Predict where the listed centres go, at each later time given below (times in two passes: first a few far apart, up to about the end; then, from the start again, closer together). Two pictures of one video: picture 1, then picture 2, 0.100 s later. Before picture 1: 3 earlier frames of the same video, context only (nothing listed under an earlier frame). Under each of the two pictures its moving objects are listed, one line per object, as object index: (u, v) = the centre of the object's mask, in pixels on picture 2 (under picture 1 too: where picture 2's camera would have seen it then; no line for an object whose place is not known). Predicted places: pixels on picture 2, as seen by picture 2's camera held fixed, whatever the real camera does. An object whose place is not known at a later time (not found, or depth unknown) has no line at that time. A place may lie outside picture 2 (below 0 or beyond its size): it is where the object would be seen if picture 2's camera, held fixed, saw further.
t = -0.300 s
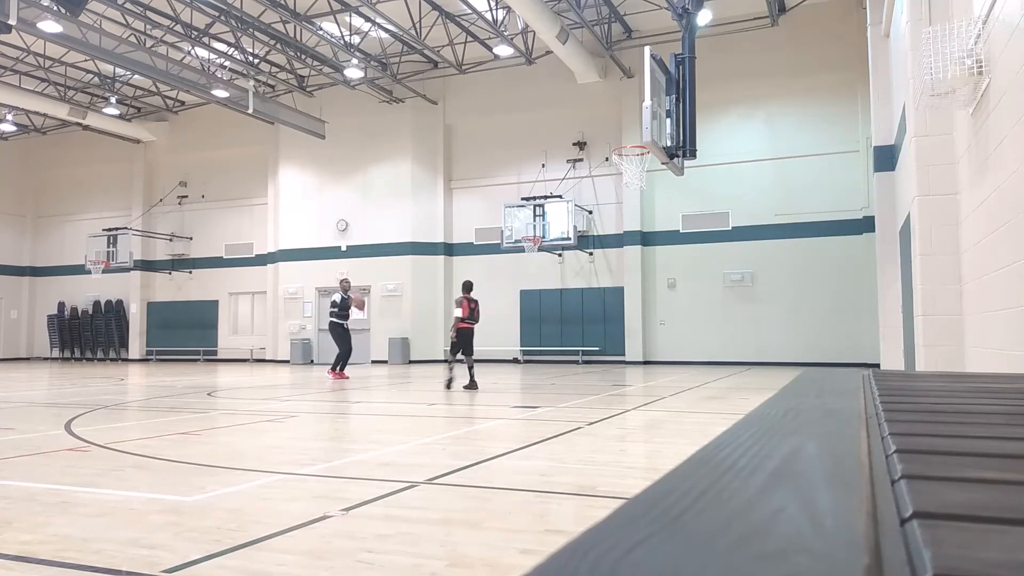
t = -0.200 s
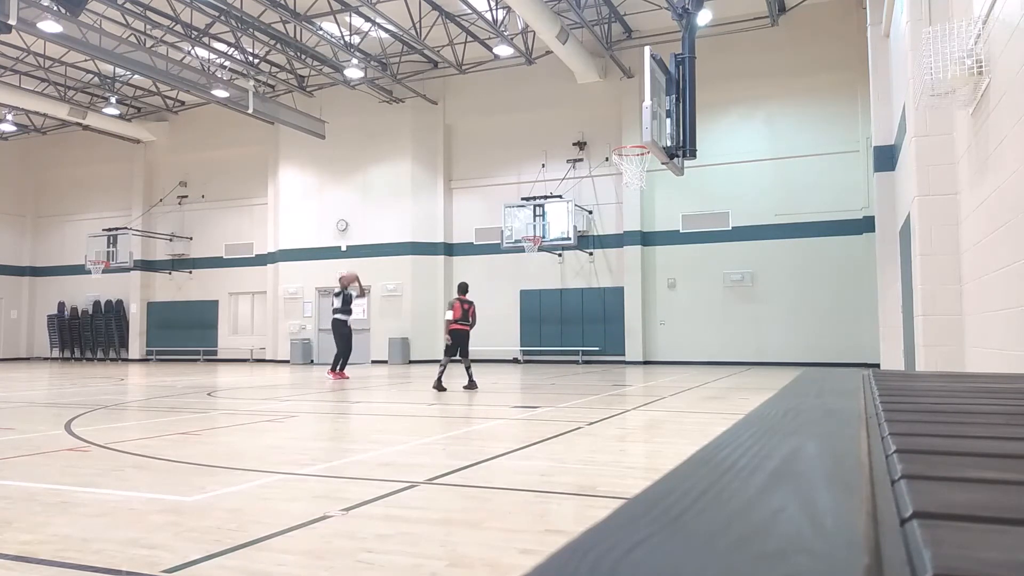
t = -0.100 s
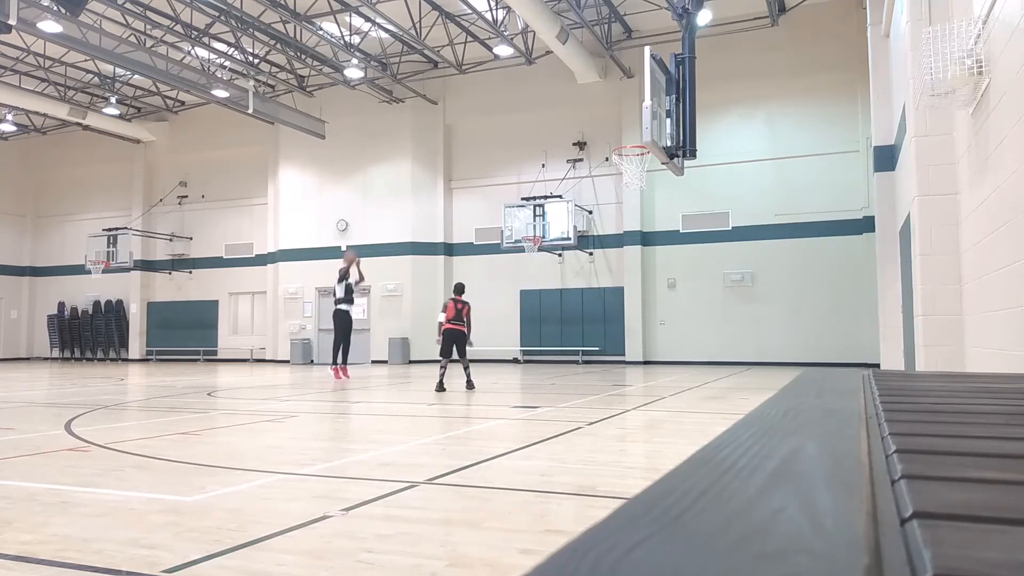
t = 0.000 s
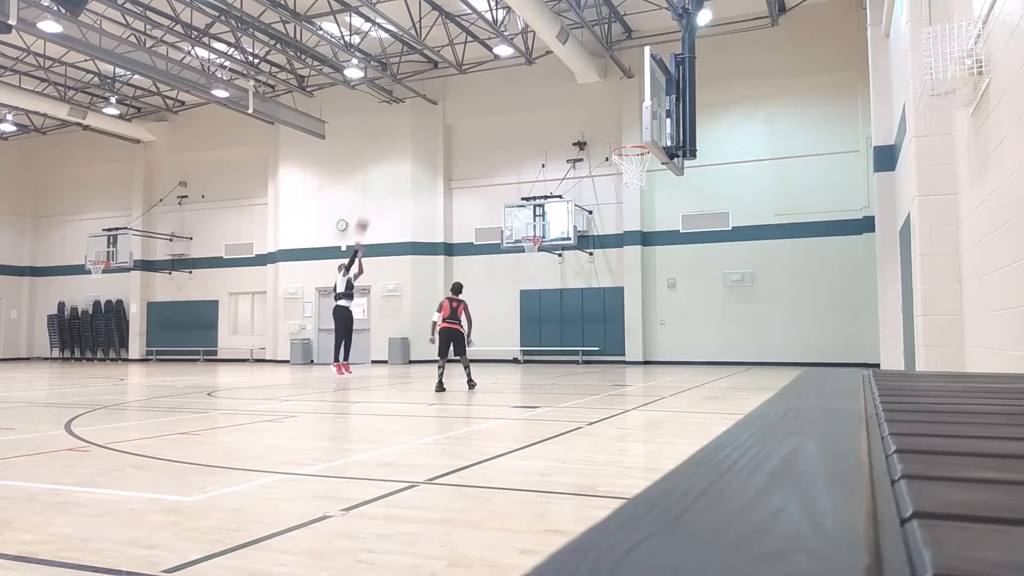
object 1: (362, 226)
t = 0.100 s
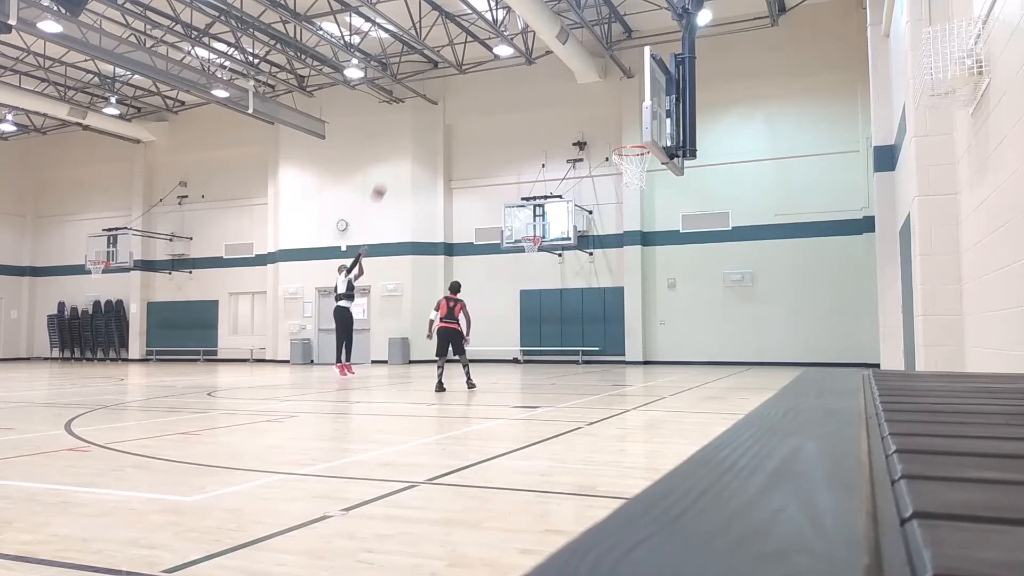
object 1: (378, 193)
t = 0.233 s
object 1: (402, 154)
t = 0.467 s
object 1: (446, 102)
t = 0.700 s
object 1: (497, 82)
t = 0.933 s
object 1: (555, 91)
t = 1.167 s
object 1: (620, 142)
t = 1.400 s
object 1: (644, 169)
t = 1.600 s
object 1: (626, 173)
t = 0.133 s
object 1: (384, 182)
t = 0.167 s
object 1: (390, 172)
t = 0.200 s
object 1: (396, 163)
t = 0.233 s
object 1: (402, 154)
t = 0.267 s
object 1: (409, 145)
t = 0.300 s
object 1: (415, 137)
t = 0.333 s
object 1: (421, 129)
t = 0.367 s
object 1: (427, 121)
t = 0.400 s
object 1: (434, 115)
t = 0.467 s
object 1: (446, 102)
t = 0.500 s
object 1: (453, 97)
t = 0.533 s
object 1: (460, 93)
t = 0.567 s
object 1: (467, 90)
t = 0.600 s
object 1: (474, 87)
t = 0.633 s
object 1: (481, 84)
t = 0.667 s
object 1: (488, 83)
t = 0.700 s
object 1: (497, 82)
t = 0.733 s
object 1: (505, 80)
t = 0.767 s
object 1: (513, 80)
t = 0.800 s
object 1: (521, 80)
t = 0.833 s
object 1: (529, 82)
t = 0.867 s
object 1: (537, 84)
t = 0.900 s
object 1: (546, 87)
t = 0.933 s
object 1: (555, 91)
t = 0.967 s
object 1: (563, 96)
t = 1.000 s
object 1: (572, 101)
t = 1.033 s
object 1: (581, 108)
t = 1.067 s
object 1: (591, 115)
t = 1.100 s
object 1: (601, 124)
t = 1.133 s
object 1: (610, 134)
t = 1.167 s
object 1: (620, 142)
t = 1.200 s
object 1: (632, 150)
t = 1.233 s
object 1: (638, 155)
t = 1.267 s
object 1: (643, 161)
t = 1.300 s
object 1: (645, 165)
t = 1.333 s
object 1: (646, 168)
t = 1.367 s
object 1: (645, 169)
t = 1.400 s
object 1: (644, 169)
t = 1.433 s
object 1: (642, 169)
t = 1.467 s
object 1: (639, 169)
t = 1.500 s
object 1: (636, 169)
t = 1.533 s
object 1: (633, 170)
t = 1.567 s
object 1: (629, 172)
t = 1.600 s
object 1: (626, 173)
